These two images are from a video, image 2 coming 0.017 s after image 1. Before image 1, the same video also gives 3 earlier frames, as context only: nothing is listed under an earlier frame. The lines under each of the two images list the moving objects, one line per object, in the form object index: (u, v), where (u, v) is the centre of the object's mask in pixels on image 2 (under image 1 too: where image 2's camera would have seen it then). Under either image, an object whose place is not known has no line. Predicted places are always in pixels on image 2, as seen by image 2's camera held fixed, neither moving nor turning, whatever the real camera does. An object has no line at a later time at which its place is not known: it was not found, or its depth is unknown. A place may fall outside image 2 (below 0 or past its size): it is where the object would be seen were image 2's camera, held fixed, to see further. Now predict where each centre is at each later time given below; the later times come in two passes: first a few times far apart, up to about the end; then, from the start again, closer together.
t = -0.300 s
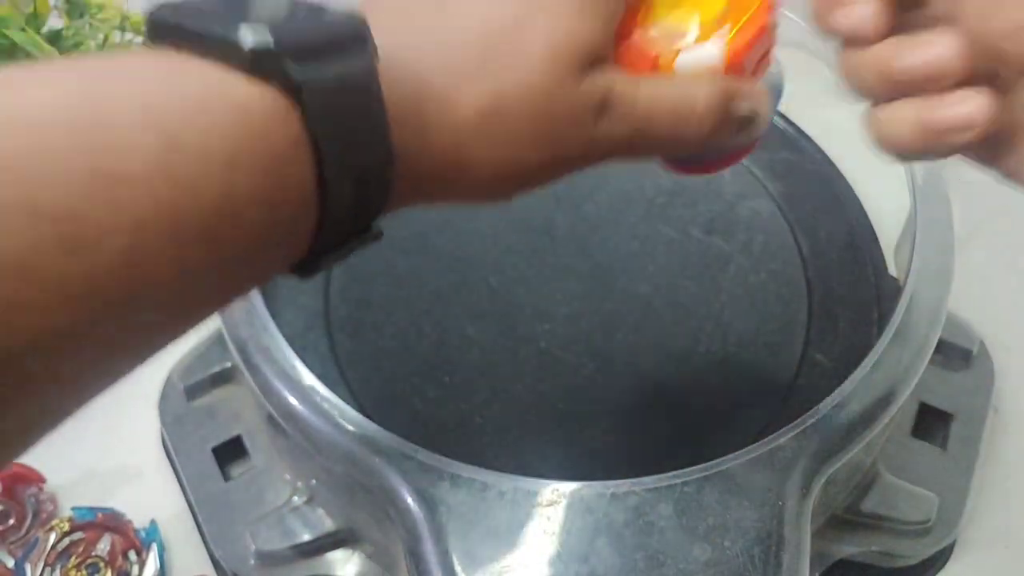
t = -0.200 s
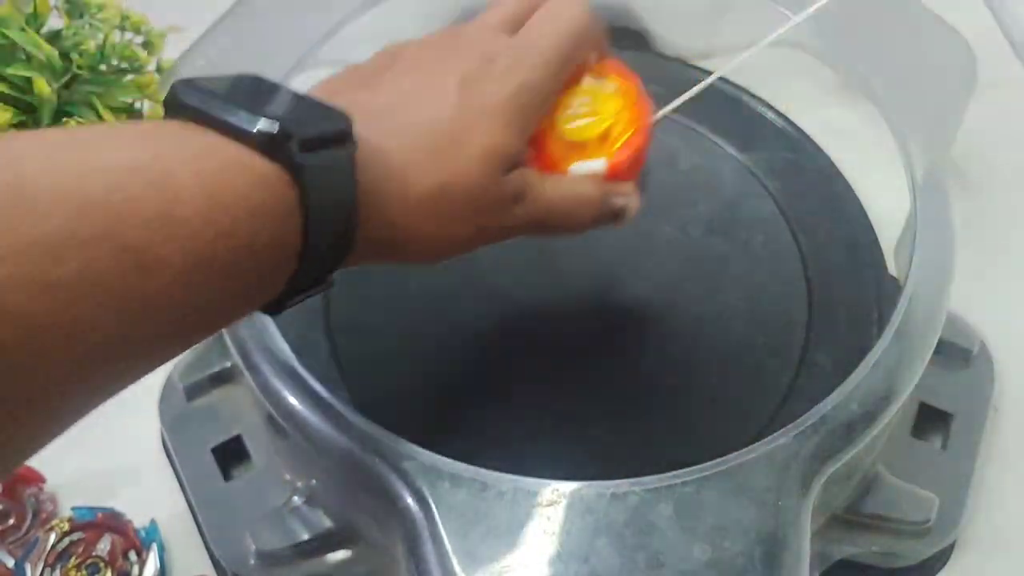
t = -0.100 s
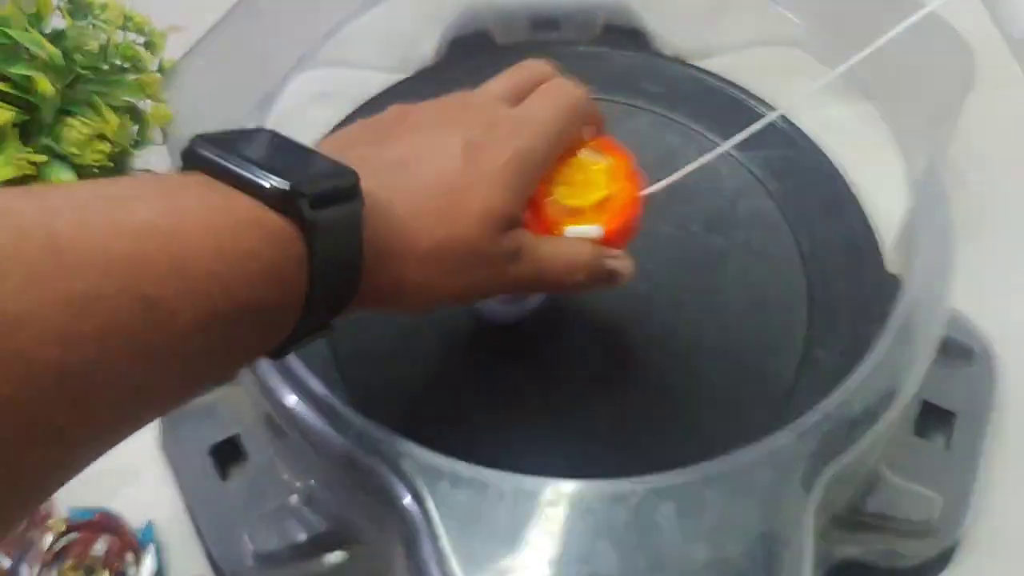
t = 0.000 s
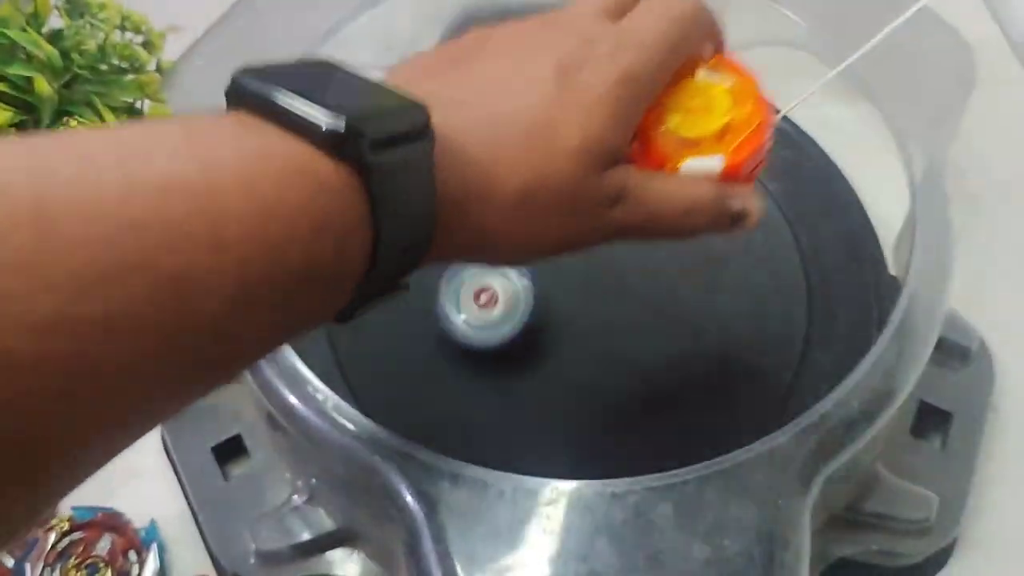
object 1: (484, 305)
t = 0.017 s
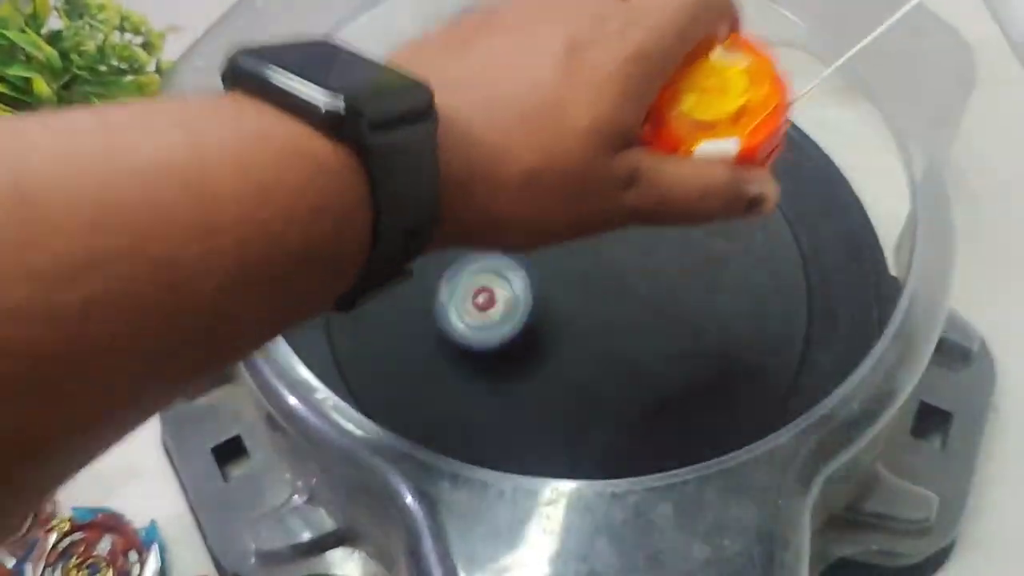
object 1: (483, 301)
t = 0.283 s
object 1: (605, 364)
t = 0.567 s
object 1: (773, 302)
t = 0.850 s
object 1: (608, 265)
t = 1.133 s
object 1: (549, 412)
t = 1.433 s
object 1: (621, 347)
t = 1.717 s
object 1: (474, 294)
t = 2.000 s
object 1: (465, 335)
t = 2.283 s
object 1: (515, 260)
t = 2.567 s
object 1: (478, 212)
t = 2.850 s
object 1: (525, 226)
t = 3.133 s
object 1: (554, 210)
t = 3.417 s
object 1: (585, 221)
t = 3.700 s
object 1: (606, 230)
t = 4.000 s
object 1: (608, 260)
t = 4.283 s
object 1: (599, 288)
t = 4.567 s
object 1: (571, 304)
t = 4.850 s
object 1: (543, 302)
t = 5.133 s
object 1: (529, 286)
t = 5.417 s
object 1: (526, 264)
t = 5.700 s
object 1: (537, 243)
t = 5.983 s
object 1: (561, 229)
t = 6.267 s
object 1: (585, 230)
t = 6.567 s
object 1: (598, 248)
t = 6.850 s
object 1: (598, 269)
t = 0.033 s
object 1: (484, 302)
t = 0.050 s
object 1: (484, 307)
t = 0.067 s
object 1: (485, 312)
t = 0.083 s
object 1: (488, 317)
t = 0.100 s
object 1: (491, 320)
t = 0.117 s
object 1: (497, 325)
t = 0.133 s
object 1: (503, 329)
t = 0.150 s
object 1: (511, 334)
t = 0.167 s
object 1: (521, 338)
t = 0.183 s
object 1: (530, 343)
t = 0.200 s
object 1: (541, 347)
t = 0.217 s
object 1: (553, 351)
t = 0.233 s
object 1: (565, 355)
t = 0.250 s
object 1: (578, 358)
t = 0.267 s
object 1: (593, 361)
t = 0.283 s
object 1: (605, 364)
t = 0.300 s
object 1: (619, 364)
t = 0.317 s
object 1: (634, 366)
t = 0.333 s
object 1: (646, 366)
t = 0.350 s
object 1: (659, 365)
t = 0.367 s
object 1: (672, 363)
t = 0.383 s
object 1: (683, 362)
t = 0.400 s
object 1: (694, 359)
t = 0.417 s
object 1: (706, 355)
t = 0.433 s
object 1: (716, 352)
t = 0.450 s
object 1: (724, 349)
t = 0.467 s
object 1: (734, 344)
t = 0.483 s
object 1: (742, 339)
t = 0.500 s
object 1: (749, 334)
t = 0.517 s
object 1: (756, 326)
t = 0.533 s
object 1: (764, 319)
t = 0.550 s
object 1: (769, 311)
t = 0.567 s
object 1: (773, 302)
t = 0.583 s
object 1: (776, 293)
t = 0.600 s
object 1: (776, 285)
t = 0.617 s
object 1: (772, 276)
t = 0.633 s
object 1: (767, 268)
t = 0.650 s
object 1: (761, 261)
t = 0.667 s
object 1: (752, 255)
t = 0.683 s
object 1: (741, 251)
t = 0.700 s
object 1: (730, 247)
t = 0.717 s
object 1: (719, 245)
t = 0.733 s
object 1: (706, 244)
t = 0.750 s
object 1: (691, 244)
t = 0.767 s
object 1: (677, 245)
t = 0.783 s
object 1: (663, 247)
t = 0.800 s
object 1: (648, 250)
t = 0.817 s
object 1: (634, 254)
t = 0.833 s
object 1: (622, 259)
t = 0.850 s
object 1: (608, 265)
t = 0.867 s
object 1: (596, 270)
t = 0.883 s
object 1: (584, 277)
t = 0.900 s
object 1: (574, 286)
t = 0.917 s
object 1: (565, 294)
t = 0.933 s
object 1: (555, 302)
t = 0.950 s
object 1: (548, 311)
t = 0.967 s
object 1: (542, 322)
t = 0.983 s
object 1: (538, 331)
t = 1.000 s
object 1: (533, 339)
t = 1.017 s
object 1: (530, 351)
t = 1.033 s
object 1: (529, 361)
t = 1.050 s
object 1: (529, 370)
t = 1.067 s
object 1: (529, 379)
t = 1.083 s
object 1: (532, 389)
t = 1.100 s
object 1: (537, 397)
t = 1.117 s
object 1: (543, 406)
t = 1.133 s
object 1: (549, 412)
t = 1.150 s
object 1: (557, 417)
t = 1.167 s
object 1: (567, 421)
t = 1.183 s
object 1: (576, 424)
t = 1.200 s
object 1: (584, 426)
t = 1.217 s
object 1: (592, 425)
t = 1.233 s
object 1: (600, 422)
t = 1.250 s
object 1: (608, 419)
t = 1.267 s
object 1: (614, 415)
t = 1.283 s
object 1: (618, 411)
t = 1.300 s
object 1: (622, 406)
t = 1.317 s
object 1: (626, 399)
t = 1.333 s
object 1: (629, 393)
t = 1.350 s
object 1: (631, 386)
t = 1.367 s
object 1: (630, 378)
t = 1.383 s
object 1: (628, 370)
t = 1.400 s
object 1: (626, 362)
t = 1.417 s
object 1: (625, 354)
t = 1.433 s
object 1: (621, 347)
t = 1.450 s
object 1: (616, 340)
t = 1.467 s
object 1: (610, 332)
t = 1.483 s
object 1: (604, 325)
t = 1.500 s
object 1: (596, 319)
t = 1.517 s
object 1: (589, 313)
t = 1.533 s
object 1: (581, 308)
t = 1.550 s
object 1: (571, 303)
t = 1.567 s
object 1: (560, 299)
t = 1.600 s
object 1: (541, 293)
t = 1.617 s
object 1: (531, 292)
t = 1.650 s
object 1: (510, 290)
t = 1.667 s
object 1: (500, 289)
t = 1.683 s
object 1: (490, 290)
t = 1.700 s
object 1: (482, 292)
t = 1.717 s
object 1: (474, 294)
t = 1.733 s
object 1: (466, 296)
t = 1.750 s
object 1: (458, 300)
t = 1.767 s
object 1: (451, 303)
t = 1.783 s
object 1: (447, 307)
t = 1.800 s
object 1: (442, 310)
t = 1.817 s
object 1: (440, 315)
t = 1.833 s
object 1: (438, 319)
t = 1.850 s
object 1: (437, 323)
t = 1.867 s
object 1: (437, 327)
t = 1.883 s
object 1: (439, 329)
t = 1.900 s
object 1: (441, 331)
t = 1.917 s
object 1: (445, 333)
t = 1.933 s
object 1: (449, 335)
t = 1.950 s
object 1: (453, 336)
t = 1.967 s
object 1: (457, 336)
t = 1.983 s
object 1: (461, 336)
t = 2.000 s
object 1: (465, 335)
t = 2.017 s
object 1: (471, 333)
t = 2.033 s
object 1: (476, 331)
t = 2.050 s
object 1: (482, 329)
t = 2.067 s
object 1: (487, 326)
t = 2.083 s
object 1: (492, 323)
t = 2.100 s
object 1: (497, 319)
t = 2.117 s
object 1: (501, 315)
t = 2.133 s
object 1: (505, 310)
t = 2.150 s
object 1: (509, 305)
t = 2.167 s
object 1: (512, 301)
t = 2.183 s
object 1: (514, 296)
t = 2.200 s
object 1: (516, 290)
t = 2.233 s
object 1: (518, 278)
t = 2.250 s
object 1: (518, 272)
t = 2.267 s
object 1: (517, 266)
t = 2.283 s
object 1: (515, 260)
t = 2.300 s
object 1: (513, 252)
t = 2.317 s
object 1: (512, 246)
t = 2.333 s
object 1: (509, 240)
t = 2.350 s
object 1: (507, 235)
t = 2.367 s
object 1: (505, 230)
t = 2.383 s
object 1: (502, 225)
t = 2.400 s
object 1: (499, 221)
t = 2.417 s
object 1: (495, 218)
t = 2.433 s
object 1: (492, 215)
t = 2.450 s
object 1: (488, 213)
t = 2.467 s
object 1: (485, 211)
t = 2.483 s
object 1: (482, 210)
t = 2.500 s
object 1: (480, 209)
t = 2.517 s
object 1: (478, 209)
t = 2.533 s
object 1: (478, 209)
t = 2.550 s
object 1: (478, 210)
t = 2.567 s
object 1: (478, 212)
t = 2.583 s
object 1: (478, 214)
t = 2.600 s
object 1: (479, 216)
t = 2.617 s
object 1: (481, 218)
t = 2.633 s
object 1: (483, 220)
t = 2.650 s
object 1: (485, 221)
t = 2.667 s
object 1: (488, 224)
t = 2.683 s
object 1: (492, 225)
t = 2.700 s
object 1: (495, 226)
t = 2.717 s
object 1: (498, 228)
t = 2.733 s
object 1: (502, 229)
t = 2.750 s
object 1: (506, 230)
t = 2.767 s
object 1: (509, 230)
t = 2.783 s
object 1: (513, 230)
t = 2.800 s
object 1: (516, 230)
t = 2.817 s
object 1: (519, 229)
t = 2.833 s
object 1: (522, 228)
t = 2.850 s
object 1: (525, 226)
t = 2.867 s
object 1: (527, 225)
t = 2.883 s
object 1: (530, 223)
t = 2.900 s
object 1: (533, 222)
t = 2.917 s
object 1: (535, 220)
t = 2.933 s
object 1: (538, 218)
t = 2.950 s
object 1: (540, 217)
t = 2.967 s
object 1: (542, 216)
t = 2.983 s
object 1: (543, 215)
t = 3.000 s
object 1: (545, 214)
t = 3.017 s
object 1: (546, 214)
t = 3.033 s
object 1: (547, 213)
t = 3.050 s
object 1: (548, 213)
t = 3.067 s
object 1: (550, 212)
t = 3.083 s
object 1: (551, 212)
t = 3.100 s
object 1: (552, 211)
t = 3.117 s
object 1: (553, 211)
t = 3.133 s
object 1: (554, 210)
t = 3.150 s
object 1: (555, 210)
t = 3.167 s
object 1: (557, 210)
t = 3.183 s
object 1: (559, 209)
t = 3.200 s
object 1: (561, 209)
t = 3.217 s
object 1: (563, 209)
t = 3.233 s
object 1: (565, 209)
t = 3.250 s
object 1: (568, 209)
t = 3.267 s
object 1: (571, 210)
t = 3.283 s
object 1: (572, 211)
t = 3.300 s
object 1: (574, 212)
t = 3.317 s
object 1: (576, 213)
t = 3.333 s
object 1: (577, 214)
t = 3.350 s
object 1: (578, 215)
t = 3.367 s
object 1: (581, 217)
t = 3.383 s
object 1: (582, 218)
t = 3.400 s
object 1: (583, 219)
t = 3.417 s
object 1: (585, 221)
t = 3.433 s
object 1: (586, 221)
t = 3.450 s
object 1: (587, 222)
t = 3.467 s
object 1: (588, 223)
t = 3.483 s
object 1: (589, 224)
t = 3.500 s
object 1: (591, 224)
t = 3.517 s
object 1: (592, 224)
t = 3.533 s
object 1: (594, 225)
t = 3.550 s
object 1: (595, 225)
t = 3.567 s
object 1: (597, 225)
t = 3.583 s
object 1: (598, 225)
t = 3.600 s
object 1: (600, 226)
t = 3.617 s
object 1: (601, 226)
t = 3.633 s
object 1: (602, 227)
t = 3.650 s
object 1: (604, 227)
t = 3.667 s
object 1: (605, 228)
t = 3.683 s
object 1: (606, 229)
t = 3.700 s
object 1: (606, 230)
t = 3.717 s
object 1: (607, 231)
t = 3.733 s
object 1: (607, 232)
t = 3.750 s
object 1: (608, 233)
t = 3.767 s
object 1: (608, 235)
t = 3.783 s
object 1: (608, 236)
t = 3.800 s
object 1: (608, 237)
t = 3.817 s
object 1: (608, 239)
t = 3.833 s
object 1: (608, 241)
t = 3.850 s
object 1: (608, 243)
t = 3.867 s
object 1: (608, 244)
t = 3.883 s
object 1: (608, 246)
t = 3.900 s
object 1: (609, 248)
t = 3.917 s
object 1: (609, 250)
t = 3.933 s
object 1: (609, 251)
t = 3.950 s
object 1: (609, 253)
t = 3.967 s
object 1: (608, 256)
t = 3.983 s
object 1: (608, 257)
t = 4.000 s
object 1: (608, 260)
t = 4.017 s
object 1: (608, 262)
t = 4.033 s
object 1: (608, 264)
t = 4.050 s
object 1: (608, 265)
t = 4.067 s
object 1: (608, 267)
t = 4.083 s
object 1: (607, 269)
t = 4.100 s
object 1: (607, 271)
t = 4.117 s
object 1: (607, 272)
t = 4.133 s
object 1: (606, 274)
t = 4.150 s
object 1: (606, 276)
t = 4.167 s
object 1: (605, 277)
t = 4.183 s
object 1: (605, 279)
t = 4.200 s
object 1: (604, 281)
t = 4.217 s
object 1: (603, 282)
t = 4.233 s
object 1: (602, 284)
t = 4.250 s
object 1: (601, 286)
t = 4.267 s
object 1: (600, 287)
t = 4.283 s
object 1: (599, 288)
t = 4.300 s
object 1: (598, 289)
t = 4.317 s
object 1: (597, 291)
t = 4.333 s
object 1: (596, 292)
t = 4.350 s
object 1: (595, 293)
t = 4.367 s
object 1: (594, 295)
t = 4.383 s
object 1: (592, 295)
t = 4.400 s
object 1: (590, 296)
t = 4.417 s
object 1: (588, 297)
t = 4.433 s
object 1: (587, 298)
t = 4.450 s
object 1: (585, 298)
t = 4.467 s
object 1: (582, 299)
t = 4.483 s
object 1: (581, 300)
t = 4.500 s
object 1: (578, 301)
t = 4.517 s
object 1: (577, 301)
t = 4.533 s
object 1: (574, 302)
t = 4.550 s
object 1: (572, 303)
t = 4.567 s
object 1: (571, 304)
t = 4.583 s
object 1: (570, 304)
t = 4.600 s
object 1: (568, 304)
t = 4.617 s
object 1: (566, 304)
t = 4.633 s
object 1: (565, 304)
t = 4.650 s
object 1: (563, 304)
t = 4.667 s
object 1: (561, 304)
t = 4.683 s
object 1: (559, 305)
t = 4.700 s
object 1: (558, 305)
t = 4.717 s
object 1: (556, 305)
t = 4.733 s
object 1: (555, 305)
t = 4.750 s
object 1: (553, 305)
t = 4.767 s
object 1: (552, 305)
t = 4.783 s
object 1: (551, 305)
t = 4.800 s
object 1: (550, 305)
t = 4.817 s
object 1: (548, 304)
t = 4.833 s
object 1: (546, 303)
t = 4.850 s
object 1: (543, 302)
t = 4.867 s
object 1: (543, 302)
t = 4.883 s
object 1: (542, 301)
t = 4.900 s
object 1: (540, 301)
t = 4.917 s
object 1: (540, 301)
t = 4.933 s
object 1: (539, 299)
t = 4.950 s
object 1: (538, 298)
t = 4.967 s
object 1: (537, 297)
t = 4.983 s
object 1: (536, 296)
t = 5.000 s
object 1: (535, 295)
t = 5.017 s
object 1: (533, 294)
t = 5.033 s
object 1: (533, 293)
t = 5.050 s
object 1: (531, 292)
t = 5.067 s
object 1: (531, 291)
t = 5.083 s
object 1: (531, 290)
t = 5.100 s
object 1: (530, 289)
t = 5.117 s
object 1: (530, 288)
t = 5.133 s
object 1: (529, 286)
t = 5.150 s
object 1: (528, 286)
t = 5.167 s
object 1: (527, 285)
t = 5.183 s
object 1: (527, 284)
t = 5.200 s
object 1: (527, 283)
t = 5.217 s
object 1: (527, 282)
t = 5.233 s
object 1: (527, 280)
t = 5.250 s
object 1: (526, 279)
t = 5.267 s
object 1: (526, 276)
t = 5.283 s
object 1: (525, 275)
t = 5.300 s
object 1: (525, 274)
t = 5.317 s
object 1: (525, 273)
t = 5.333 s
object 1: (525, 272)
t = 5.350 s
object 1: (526, 270)
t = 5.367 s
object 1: (526, 269)
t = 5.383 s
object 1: (526, 267)
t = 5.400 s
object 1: (526, 265)
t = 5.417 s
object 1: (526, 264)
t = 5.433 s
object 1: (527, 263)
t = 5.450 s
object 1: (527, 262)
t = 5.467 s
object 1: (528, 260)
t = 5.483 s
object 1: (528, 259)
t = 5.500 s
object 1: (528, 257)
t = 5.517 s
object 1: (528, 256)
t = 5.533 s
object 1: (528, 255)
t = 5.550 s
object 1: (529, 254)
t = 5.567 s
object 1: (530, 253)
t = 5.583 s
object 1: (531, 251)
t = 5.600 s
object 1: (531, 250)
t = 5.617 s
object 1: (532, 248)
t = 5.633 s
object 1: (532, 248)
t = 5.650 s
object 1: (533, 247)
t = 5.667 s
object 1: (535, 246)
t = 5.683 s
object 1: (537, 245)
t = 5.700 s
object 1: (537, 243)
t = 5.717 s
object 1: (538, 242)
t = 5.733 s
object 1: (538, 241)
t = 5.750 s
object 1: (539, 240)
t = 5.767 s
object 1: (541, 240)
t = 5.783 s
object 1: (543, 239)
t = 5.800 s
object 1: (544, 237)
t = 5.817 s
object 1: (545, 236)
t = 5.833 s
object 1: (546, 235)
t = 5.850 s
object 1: (546, 234)
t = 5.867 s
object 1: (549, 234)
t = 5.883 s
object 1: (551, 233)
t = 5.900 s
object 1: (553, 232)
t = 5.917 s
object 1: (554, 230)
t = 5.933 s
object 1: (555, 230)
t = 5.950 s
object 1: (556, 230)
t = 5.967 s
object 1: (559, 231)
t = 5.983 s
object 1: (561, 229)
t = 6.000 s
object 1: (563, 228)
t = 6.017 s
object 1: (564, 227)
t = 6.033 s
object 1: (565, 228)
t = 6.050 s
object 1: (567, 228)
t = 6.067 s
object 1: (570, 228)
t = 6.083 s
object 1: (571, 227)
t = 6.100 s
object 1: (572, 227)
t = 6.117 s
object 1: (573, 227)
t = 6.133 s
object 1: (574, 227)
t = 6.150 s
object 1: (576, 228)
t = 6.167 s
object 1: (578, 228)
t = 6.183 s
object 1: (579, 228)
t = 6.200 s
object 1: (579, 228)
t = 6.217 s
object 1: (580, 229)
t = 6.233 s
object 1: (582, 230)
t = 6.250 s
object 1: (584, 230)
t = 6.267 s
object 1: (585, 230)
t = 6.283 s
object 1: (584, 230)
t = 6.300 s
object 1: (585, 231)
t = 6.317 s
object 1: (586, 233)
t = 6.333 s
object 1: (589, 233)
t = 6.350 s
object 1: (589, 233)
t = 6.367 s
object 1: (589, 234)
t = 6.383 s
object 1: (590, 235)
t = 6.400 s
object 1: (591, 236)
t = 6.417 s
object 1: (593, 238)
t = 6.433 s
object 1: (594, 238)
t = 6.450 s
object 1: (593, 239)
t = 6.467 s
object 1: (594, 240)
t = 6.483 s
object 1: (596, 242)
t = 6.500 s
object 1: (597, 243)
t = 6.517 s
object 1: (597, 243)
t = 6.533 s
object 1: (597, 244)
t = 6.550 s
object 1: (597, 246)
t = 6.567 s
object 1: (598, 248)
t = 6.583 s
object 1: (599, 249)
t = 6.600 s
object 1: (599, 249)
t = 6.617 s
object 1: (598, 251)
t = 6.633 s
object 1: (598, 253)
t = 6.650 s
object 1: (599, 254)
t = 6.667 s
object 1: (600, 255)
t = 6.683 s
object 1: (599, 256)
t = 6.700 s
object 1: (598, 257)
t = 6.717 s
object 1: (599, 259)
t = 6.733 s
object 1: (600, 259)
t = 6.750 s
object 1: (599, 260)
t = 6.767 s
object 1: (599, 261)
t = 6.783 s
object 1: (599, 263)
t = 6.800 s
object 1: (600, 265)
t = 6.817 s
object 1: (600, 265)
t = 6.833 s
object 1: (599, 266)
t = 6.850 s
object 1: (598, 269)
